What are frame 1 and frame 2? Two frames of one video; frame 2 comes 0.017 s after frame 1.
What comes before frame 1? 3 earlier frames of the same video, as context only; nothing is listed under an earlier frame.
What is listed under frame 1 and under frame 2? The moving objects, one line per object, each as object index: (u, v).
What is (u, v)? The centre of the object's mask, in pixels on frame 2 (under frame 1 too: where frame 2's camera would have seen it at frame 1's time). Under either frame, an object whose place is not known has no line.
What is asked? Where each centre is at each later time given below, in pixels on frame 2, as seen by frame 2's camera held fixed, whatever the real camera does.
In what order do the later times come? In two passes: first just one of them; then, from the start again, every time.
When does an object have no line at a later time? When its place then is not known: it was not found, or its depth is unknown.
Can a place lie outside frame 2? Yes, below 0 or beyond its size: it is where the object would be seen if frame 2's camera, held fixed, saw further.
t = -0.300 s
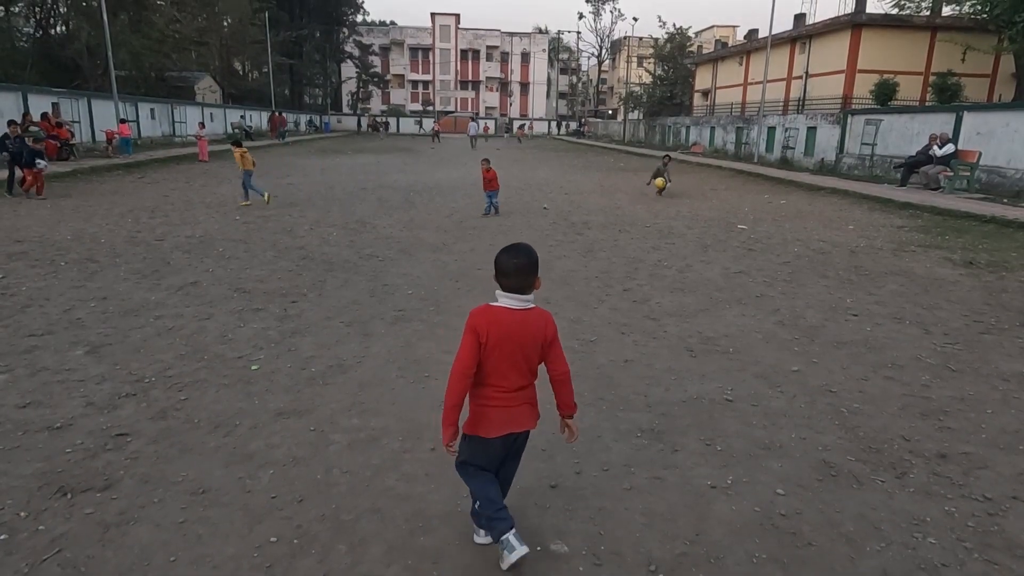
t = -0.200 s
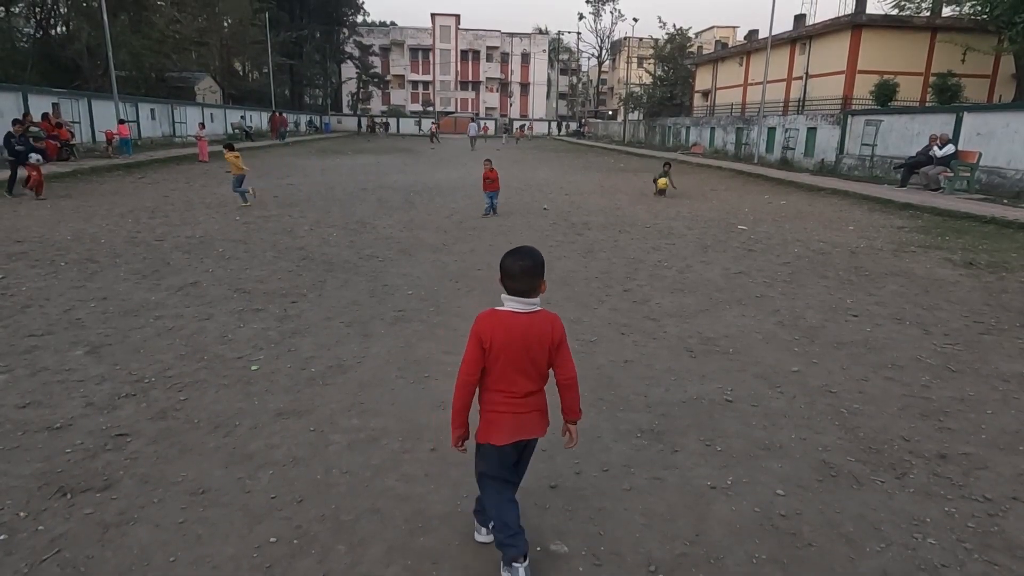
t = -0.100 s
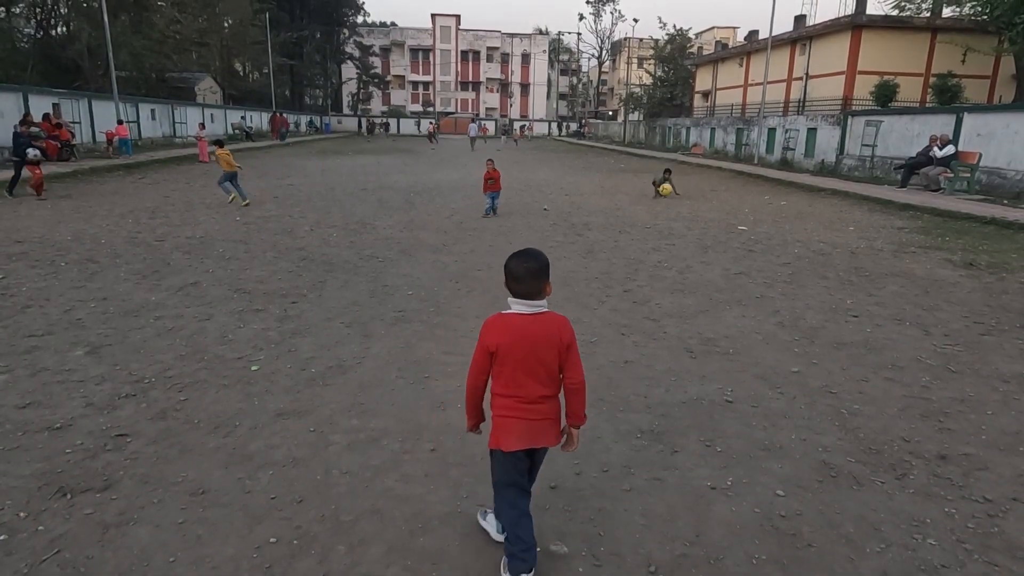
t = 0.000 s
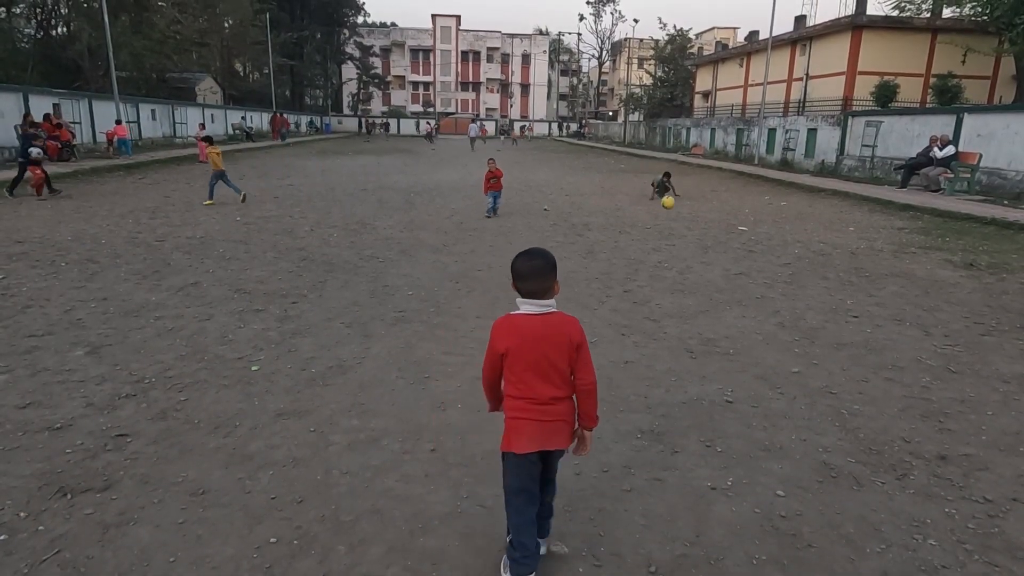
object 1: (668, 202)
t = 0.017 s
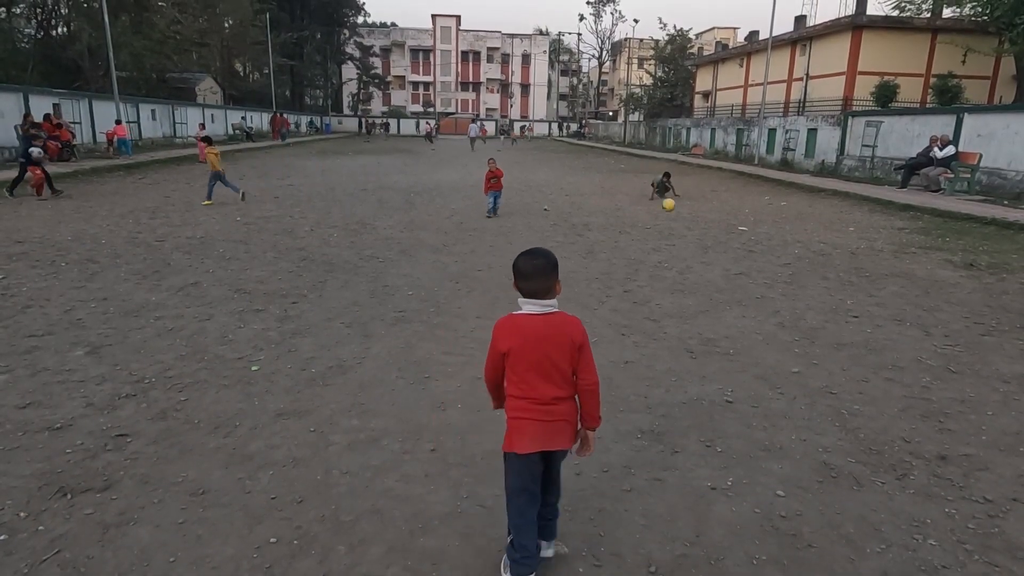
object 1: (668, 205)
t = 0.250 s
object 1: (673, 232)
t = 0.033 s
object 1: (669, 208)
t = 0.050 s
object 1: (669, 211)
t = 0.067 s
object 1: (669, 214)
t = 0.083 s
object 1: (669, 218)
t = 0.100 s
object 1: (670, 222)
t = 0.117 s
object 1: (670, 227)
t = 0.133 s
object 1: (671, 231)
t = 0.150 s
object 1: (671, 232)
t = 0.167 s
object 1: (671, 231)
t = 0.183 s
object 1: (672, 231)
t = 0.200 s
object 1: (672, 231)
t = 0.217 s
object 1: (673, 231)
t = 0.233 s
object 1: (673, 231)
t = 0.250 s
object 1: (673, 232)
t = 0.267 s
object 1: (674, 233)
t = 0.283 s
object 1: (674, 234)
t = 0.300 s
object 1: (675, 235)
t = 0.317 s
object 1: (675, 236)
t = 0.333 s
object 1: (675, 238)
